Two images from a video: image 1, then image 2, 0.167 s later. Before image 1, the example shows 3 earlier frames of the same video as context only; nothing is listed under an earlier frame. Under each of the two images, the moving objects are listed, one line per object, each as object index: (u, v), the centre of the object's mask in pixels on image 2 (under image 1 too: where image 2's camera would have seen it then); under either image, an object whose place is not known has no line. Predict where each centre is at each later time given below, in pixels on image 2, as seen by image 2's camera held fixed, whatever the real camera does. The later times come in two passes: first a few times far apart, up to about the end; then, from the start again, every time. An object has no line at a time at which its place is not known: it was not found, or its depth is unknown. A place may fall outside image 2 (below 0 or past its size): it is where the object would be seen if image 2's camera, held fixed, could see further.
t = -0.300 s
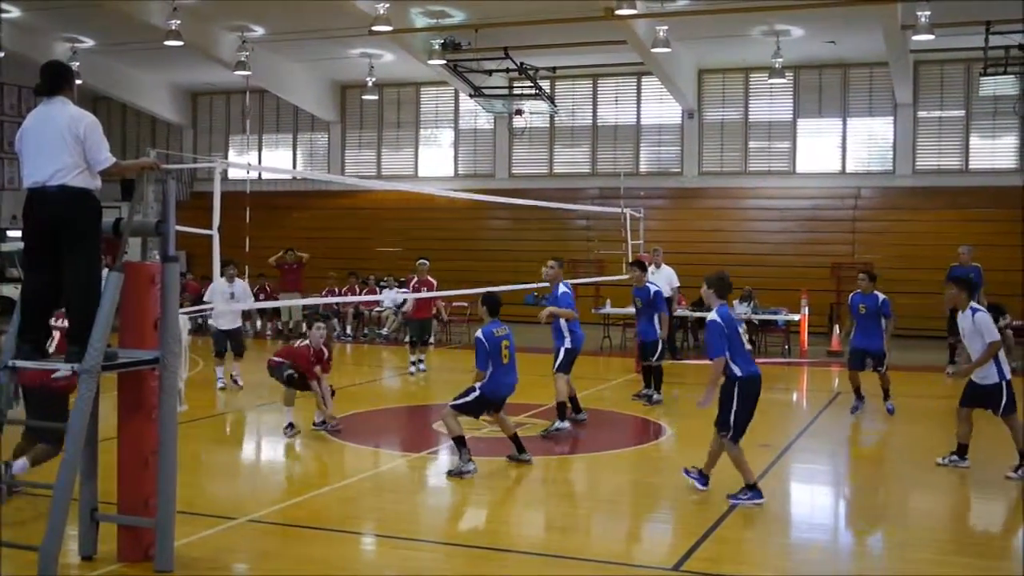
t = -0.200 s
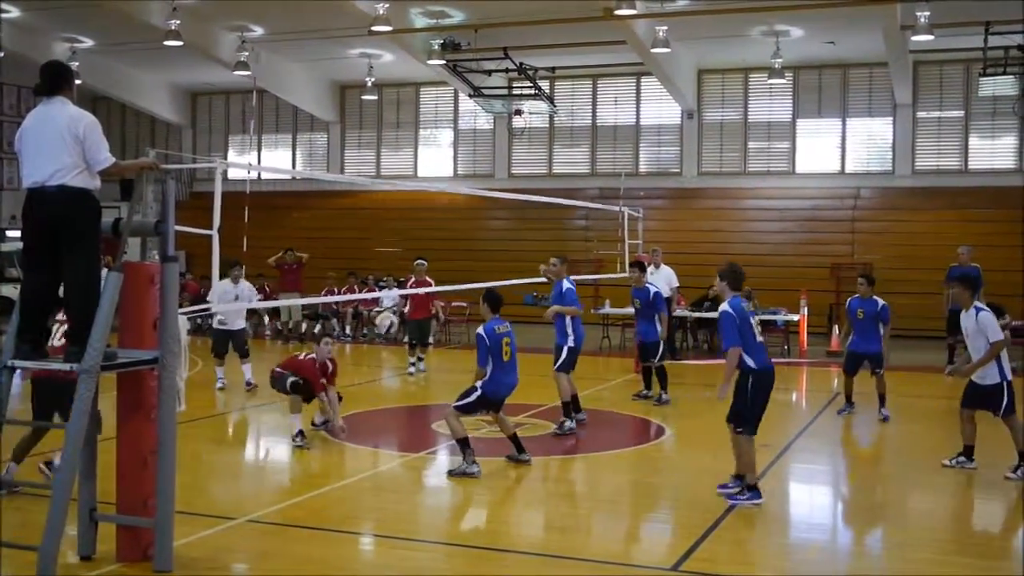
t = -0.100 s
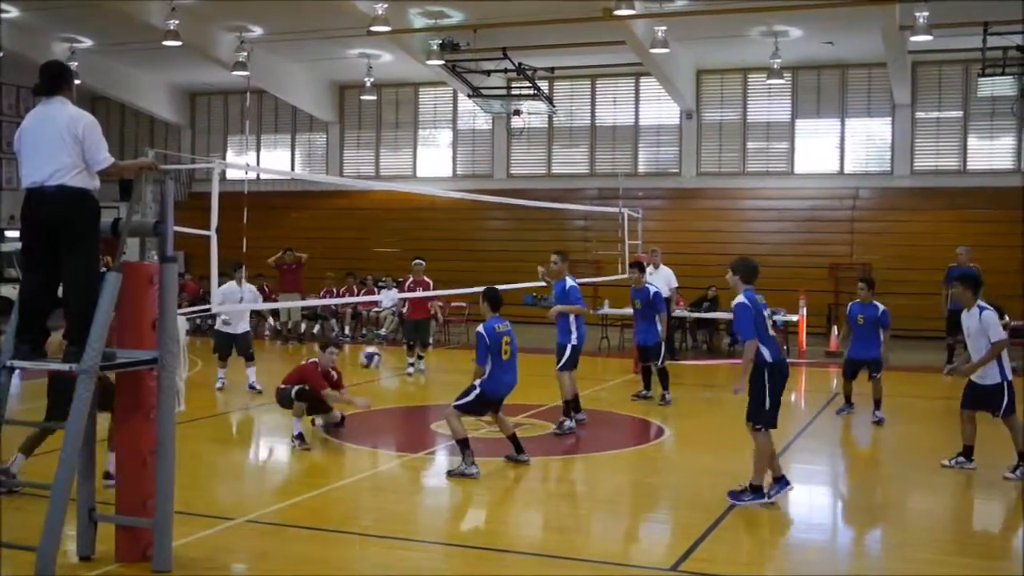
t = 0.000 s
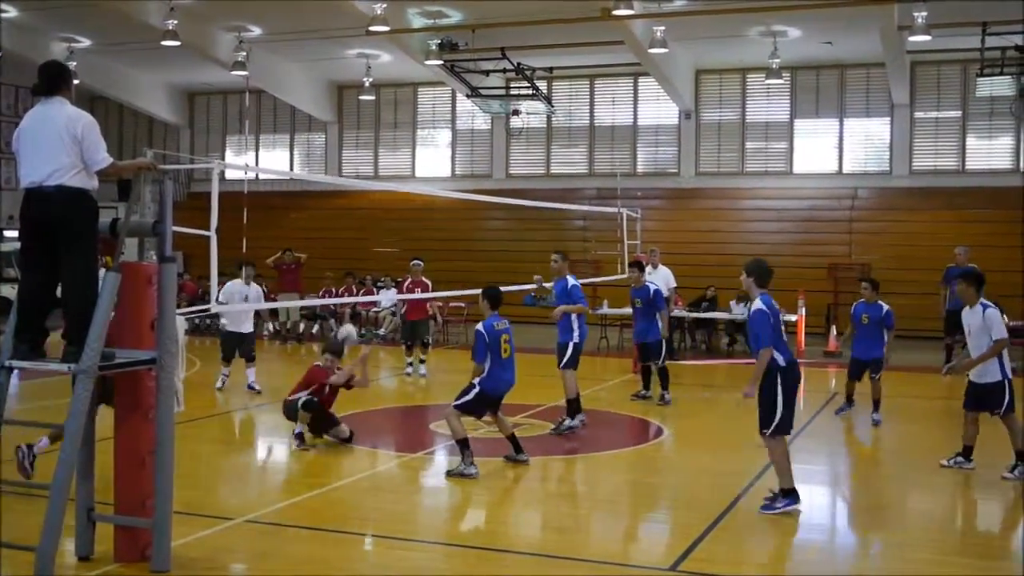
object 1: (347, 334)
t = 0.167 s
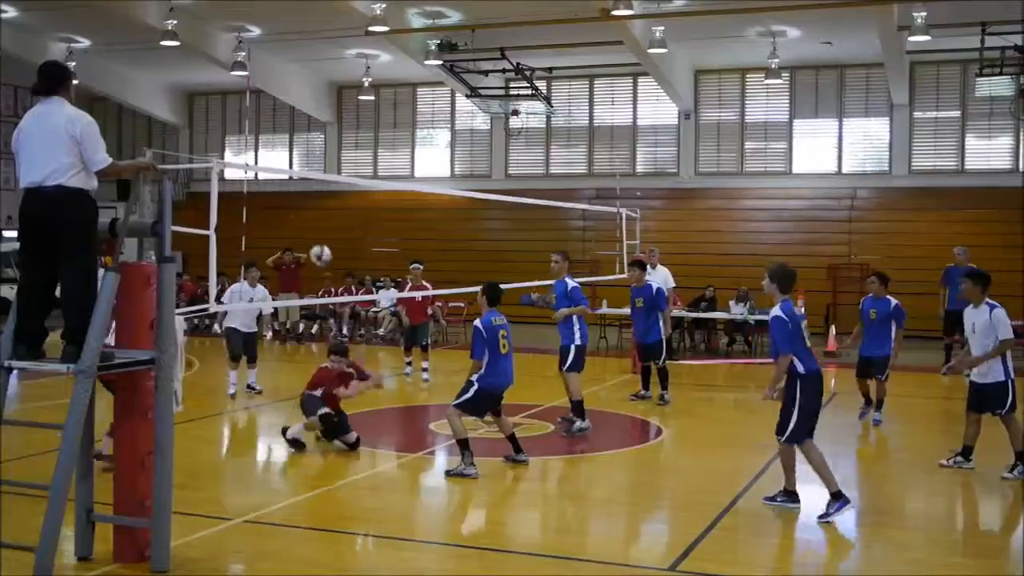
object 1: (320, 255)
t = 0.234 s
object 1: (310, 232)
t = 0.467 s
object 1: (276, 197)
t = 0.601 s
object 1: (259, 201)
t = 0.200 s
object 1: (315, 243)
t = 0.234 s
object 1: (310, 232)
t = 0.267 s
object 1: (305, 224)
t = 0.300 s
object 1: (299, 217)
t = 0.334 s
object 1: (295, 210)
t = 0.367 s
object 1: (291, 206)
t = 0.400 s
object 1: (286, 202)
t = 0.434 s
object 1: (281, 199)
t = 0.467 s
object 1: (276, 197)
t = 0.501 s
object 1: (272, 198)
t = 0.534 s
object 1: (268, 197)
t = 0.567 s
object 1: (263, 199)
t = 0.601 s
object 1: (259, 201)
